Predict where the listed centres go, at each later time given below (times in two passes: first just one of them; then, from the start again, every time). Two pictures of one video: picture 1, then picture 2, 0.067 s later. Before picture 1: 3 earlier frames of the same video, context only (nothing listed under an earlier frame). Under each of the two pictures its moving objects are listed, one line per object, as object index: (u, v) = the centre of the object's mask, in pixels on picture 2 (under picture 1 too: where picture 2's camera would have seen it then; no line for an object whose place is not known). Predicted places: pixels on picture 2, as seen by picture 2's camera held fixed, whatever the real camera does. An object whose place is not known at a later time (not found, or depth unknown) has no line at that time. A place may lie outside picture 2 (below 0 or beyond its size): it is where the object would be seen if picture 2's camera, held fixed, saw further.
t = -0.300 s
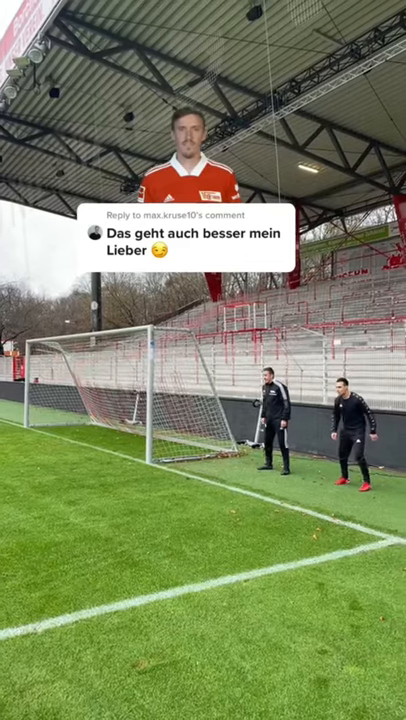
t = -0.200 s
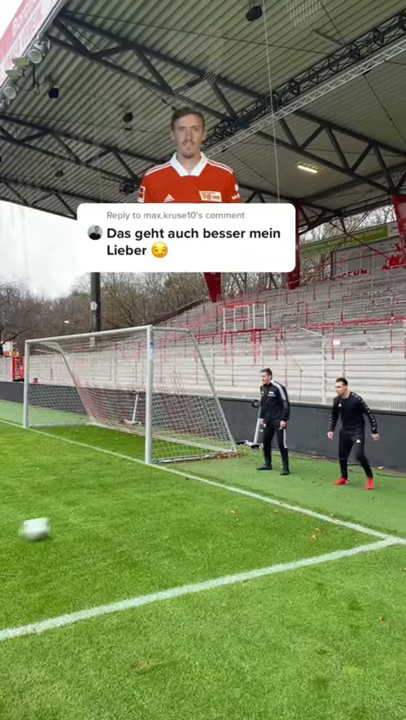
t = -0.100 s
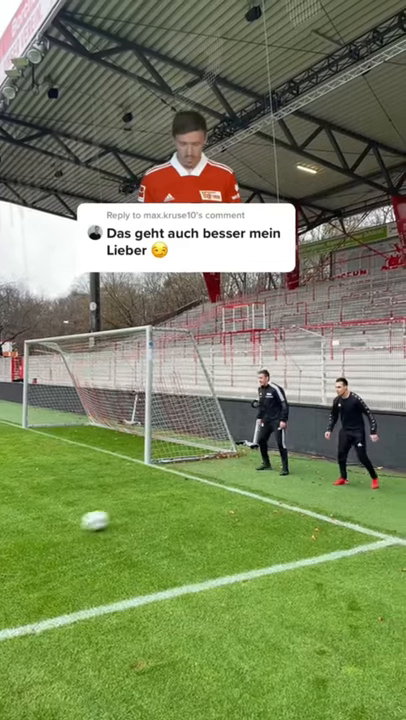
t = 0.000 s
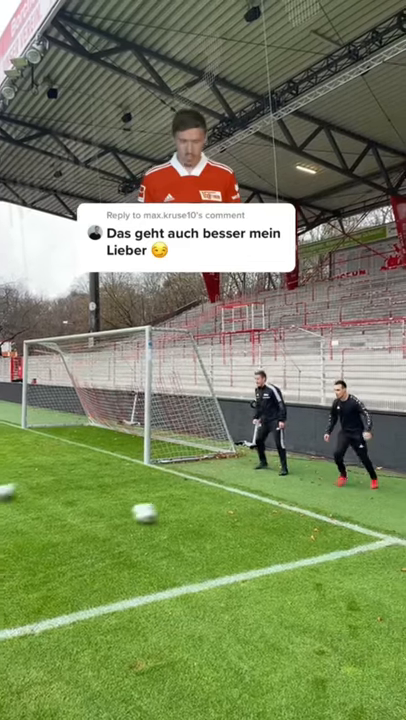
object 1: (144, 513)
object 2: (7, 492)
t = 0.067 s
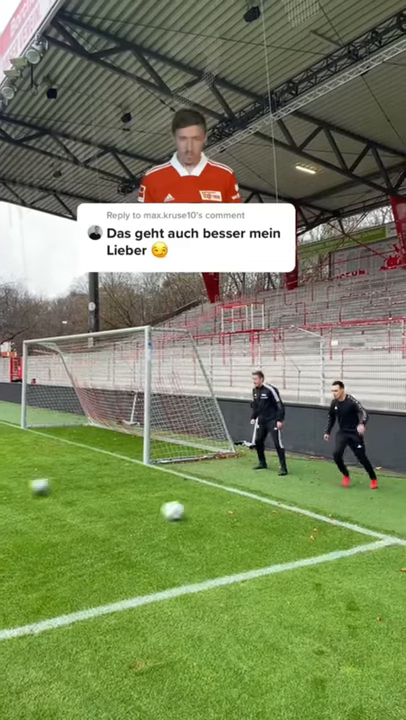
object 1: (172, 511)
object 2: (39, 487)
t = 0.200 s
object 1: (220, 504)
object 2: (100, 480)
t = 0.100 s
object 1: (185, 508)
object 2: (56, 485)
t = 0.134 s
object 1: (197, 506)
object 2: (71, 484)
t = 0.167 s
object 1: (208, 506)
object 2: (86, 483)
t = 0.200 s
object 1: (220, 504)
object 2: (100, 480)
